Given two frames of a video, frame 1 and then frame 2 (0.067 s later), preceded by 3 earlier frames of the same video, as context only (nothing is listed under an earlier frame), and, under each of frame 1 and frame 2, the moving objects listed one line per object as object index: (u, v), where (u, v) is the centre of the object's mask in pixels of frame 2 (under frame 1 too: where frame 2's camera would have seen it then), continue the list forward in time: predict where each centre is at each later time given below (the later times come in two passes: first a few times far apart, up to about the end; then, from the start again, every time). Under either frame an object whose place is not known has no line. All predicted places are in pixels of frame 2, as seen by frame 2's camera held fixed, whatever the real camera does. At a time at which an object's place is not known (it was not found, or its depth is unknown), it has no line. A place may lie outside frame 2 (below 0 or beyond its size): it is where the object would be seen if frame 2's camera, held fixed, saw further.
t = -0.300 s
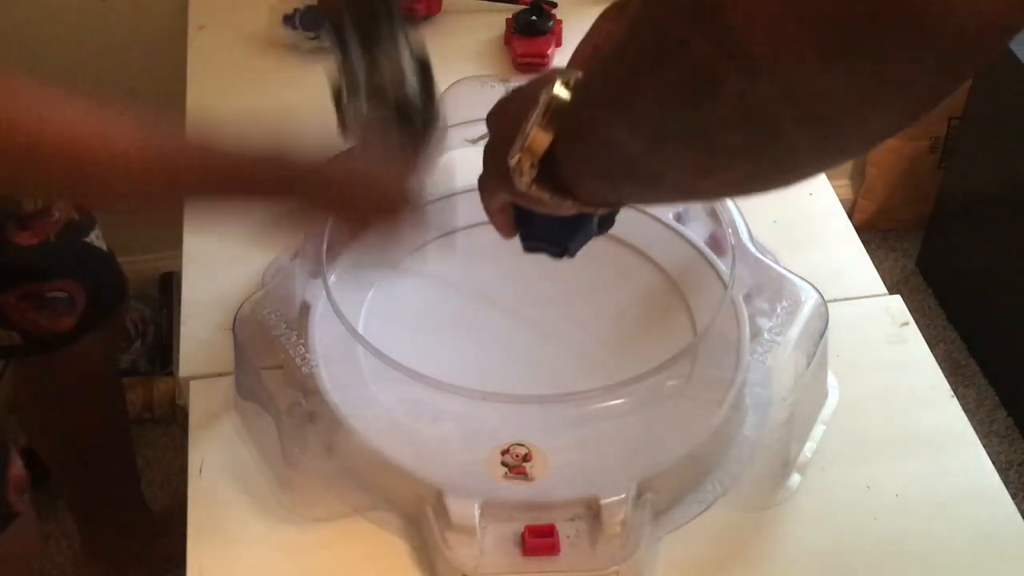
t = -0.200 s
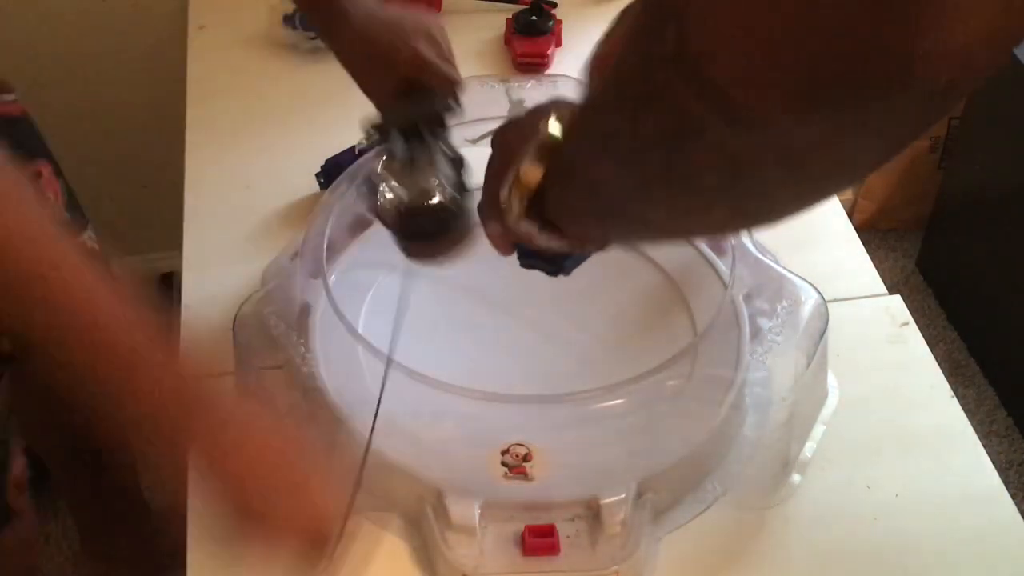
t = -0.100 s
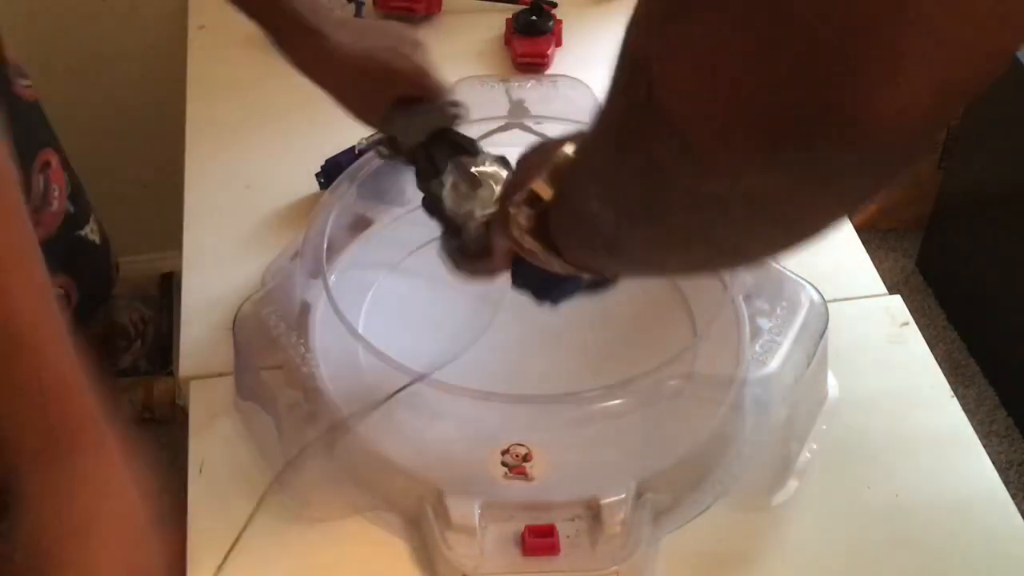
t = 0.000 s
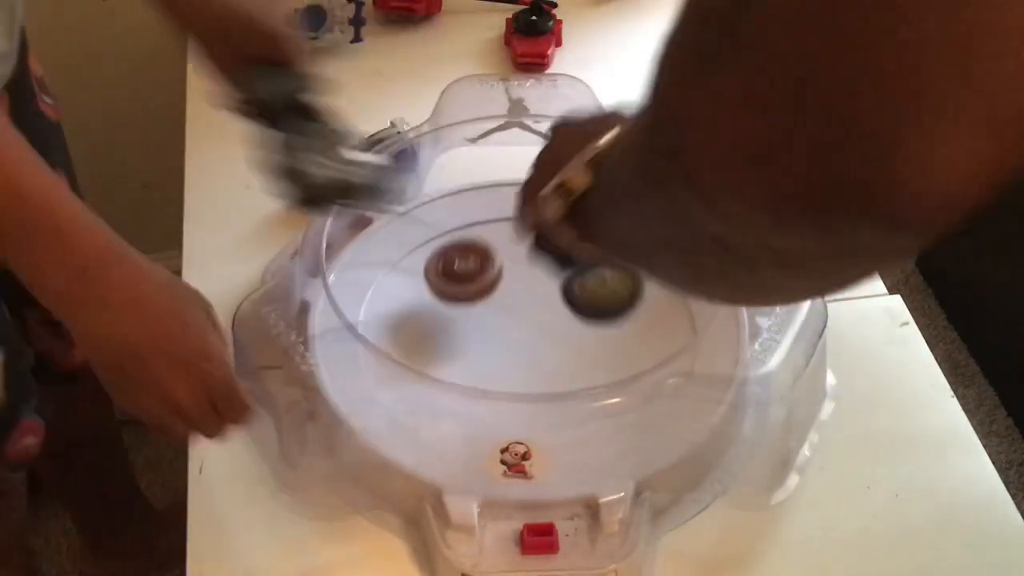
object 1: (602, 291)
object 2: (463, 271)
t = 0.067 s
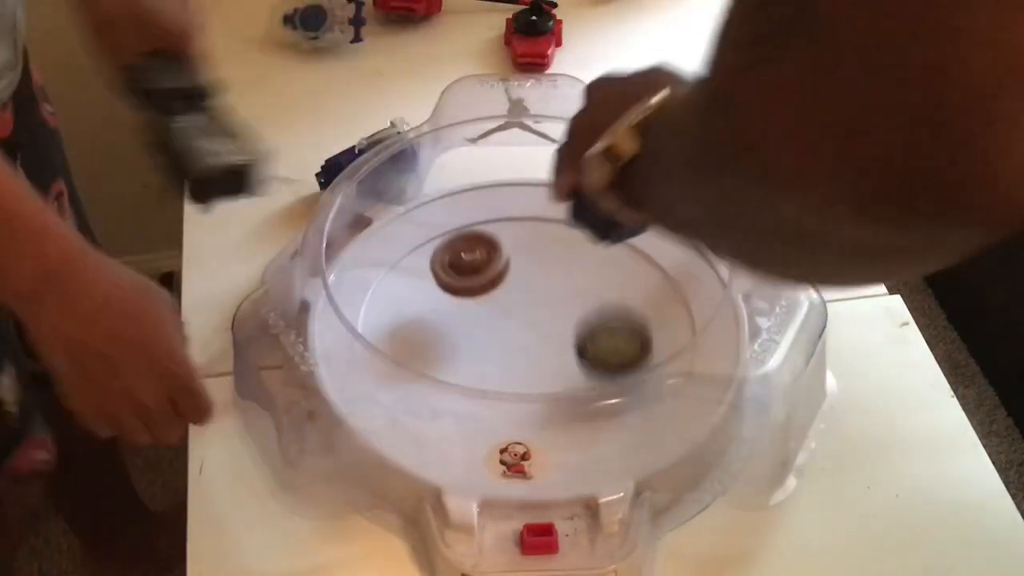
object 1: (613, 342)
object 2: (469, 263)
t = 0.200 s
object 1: (567, 309)
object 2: (486, 306)
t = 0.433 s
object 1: (556, 311)
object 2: (485, 396)
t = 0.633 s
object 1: (521, 318)
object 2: (620, 404)
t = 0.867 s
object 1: (500, 323)
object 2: (630, 302)
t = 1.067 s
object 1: (497, 332)
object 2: (475, 268)
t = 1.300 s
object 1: (495, 350)
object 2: (434, 411)
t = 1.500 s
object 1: (499, 351)
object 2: (620, 397)
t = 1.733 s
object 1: (516, 344)
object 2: (548, 241)
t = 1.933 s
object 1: (529, 339)
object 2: (376, 286)
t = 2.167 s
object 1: (537, 336)
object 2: (476, 419)
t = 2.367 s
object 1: (539, 334)
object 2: (639, 333)
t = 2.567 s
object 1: (542, 330)
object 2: (536, 206)
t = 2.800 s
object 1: (543, 324)
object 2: (380, 296)
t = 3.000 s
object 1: (541, 321)
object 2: (507, 398)
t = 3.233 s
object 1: (539, 318)
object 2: (649, 280)
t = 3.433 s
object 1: (533, 316)
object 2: (510, 207)
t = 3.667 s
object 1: (523, 314)
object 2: (411, 329)
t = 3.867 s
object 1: (519, 313)
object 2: (576, 400)
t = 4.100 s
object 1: (517, 317)
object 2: (674, 270)
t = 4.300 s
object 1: (513, 323)
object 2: (519, 226)
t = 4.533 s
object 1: (511, 330)
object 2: (421, 356)
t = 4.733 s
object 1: (512, 334)
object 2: (573, 420)
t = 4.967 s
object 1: (516, 336)
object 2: (667, 310)
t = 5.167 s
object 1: (523, 336)
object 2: (530, 246)
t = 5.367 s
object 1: (533, 335)
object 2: (397, 316)
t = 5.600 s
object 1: (541, 333)
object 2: (481, 420)
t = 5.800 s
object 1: (544, 330)
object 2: (612, 380)
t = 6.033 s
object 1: (522, 325)
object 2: (574, 257)
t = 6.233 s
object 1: (513, 320)
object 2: (425, 253)
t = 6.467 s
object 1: (524, 321)
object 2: (415, 362)
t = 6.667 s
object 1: (533, 325)
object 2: (549, 389)
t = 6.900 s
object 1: (535, 329)
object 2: (621, 299)
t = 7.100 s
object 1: (532, 329)
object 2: (558, 240)
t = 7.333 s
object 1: (529, 326)
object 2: (466, 270)
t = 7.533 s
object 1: (539, 325)
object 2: (452, 338)
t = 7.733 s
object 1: (547, 324)
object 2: (512, 379)
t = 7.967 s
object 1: (533, 308)
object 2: (572, 374)
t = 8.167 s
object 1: (517, 301)
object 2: (571, 352)
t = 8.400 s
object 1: (471, 281)
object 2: (587, 354)
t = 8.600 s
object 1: (424, 239)
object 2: (655, 358)
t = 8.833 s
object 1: (496, 296)
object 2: (601, 335)
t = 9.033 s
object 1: (434, 314)
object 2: (635, 340)
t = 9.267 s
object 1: (437, 328)
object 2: (588, 336)
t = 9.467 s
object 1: (450, 339)
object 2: (567, 352)
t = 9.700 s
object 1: (459, 336)
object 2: (586, 346)
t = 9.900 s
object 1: (436, 334)
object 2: (629, 321)
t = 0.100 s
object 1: (606, 343)
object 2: (473, 275)
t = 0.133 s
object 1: (592, 322)
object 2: (476, 297)
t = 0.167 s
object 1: (578, 310)
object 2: (483, 299)
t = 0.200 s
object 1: (567, 309)
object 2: (486, 306)
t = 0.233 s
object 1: (571, 321)
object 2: (475, 320)
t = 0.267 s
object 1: (573, 321)
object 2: (468, 326)
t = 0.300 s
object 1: (571, 311)
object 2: (461, 339)
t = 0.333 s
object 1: (568, 310)
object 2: (462, 349)
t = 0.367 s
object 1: (566, 319)
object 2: (463, 364)
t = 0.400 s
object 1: (561, 315)
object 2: (470, 383)
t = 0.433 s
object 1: (556, 311)
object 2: (485, 396)
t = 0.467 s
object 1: (550, 316)
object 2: (504, 408)
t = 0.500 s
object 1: (544, 315)
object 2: (529, 414)
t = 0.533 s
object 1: (538, 314)
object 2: (556, 419)
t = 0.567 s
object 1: (532, 319)
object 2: (579, 417)
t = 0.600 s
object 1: (527, 316)
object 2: (601, 414)
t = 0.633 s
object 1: (521, 318)
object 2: (620, 404)
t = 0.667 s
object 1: (517, 321)
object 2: (634, 394)
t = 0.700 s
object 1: (513, 318)
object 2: (645, 378)
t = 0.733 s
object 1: (509, 322)
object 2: (651, 365)
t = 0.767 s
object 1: (505, 323)
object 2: (653, 349)
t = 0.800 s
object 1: (503, 321)
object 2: (648, 332)
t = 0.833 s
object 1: (501, 323)
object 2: (641, 317)
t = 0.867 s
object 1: (500, 323)
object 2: (630, 302)
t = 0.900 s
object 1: (498, 323)
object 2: (612, 290)
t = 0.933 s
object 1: (498, 325)
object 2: (592, 280)
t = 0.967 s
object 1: (498, 325)
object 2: (568, 272)
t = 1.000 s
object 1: (497, 326)
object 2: (539, 267)
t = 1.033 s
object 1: (497, 327)
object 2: (506, 267)
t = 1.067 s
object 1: (497, 332)
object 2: (475, 268)
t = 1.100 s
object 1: (496, 337)
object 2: (440, 280)
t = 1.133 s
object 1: (496, 340)
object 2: (413, 294)
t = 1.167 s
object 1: (496, 343)
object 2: (394, 315)
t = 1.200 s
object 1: (495, 346)
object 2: (387, 336)
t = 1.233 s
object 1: (495, 347)
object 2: (385, 364)
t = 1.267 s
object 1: (495, 349)
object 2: (399, 389)
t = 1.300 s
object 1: (495, 350)
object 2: (434, 411)
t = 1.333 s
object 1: (495, 351)
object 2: (467, 424)
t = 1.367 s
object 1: (495, 352)
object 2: (501, 423)
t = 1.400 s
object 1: (496, 352)
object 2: (540, 425)
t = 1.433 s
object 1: (497, 352)
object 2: (569, 425)
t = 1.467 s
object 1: (498, 351)
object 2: (597, 414)
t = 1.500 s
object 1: (499, 351)
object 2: (620, 397)
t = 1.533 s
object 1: (501, 349)
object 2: (634, 375)
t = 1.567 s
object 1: (503, 349)
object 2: (642, 345)
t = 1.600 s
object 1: (505, 348)
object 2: (642, 322)
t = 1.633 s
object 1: (508, 347)
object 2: (630, 296)
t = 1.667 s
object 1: (510, 346)
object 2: (608, 274)
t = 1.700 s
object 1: (513, 345)
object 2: (580, 254)
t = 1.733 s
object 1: (516, 344)
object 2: (548, 241)
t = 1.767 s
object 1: (519, 344)
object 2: (515, 232)
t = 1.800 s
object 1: (521, 343)
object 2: (479, 229)
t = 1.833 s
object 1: (523, 342)
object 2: (443, 234)
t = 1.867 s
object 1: (526, 341)
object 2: (409, 243)
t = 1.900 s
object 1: (527, 340)
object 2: (386, 260)
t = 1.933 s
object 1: (529, 339)
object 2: (376, 286)
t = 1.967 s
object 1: (531, 339)
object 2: (372, 310)
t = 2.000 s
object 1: (533, 339)
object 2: (370, 334)
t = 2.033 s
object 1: (534, 338)
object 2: (376, 356)
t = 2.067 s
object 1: (535, 338)
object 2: (389, 375)
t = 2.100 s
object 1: (535, 337)
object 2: (414, 394)
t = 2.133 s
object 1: (536, 337)
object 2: (442, 410)
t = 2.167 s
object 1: (537, 336)
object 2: (476, 419)
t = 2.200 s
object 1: (537, 336)
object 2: (513, 416)
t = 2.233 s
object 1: (538, 335)
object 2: (555, 415)
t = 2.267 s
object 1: (538, 335)
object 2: (587, 401)
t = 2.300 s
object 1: (539, 334)
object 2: (611, 382)
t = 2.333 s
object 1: (539, 334)
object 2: (627, 352)
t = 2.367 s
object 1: (539, 334)
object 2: (639, 333)
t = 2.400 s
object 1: (540, 333)
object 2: (639, 307)
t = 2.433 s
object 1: (540, 333)
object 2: (631, 279)
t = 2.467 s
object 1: (540, 332)
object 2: (616, 255)
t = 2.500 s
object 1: (541, 332)
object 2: (592, 235)
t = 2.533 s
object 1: (541, 331)
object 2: (565, 218)
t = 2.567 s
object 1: (542, 330)
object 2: (536, 206)
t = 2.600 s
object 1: (542, 329)
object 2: (501, 203)
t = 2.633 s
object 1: (542, 328)
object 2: (470, 213)
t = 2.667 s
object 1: (542, 328)
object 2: (439, 222)
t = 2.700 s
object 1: (542, 327)
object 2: (415, 236)
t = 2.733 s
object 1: (543, 326)
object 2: (397, 254)
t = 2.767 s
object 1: (542, 325)
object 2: (385, 274)
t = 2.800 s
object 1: (543, 324)
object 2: (380, 296)
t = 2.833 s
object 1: (542, 324)
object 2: (382, 316)
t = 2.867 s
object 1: (542, 323)
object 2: (392, 339)
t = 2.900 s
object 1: (542, 323)
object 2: (409, 360)
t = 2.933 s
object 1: (542, 322)
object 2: (438, 380)
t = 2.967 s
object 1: (541, 321)
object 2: (470, 392)
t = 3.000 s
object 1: (541, 321)
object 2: (507, 398)
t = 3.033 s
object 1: (541, 320)
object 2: (544, 397)
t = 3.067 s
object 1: (540, 319)
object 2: (580, 388)
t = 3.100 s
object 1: (540, 319)
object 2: (605, 362)
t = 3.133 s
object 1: (540, 319)
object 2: (625, 349)
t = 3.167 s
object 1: (539, 318)
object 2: (644, 328)
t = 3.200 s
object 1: (539, 318)
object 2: (650, 304)
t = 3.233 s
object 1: (539, 318)
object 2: (649, 280)
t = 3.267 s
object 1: (538, 318)
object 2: (639, 256)
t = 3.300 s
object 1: (537, 317)
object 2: (623, 235)
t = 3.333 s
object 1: (536, 317)
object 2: (601, 217)
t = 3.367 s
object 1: (535, 317)
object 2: (572, 207)
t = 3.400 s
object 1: (534, 317)
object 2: (542, 206)
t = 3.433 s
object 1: (533, 316)
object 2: (510, 207)
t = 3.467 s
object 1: (531, 316)
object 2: (479, 216)
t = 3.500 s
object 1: (530, 315)
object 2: (455, 224)
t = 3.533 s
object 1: (528, 315)
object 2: (432, 238)
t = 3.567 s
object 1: (527, 314)
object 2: (417, 256)
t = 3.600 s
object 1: (525, 314)
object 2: (406, 279)
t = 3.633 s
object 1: (524, 314)
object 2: (405, 303)
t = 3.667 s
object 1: (523, 314)
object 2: (411, 329)
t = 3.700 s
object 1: (521, 314)
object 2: (423, 355)
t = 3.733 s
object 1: (521, 314)
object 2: (443, 376)
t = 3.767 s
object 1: (520, 314)
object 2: (473, 391)
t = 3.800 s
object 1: (520, 313)
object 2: (507, 400)
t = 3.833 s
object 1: (520, 313)
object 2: (543, 404)
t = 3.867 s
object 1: (519, 313)
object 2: (576, 400)
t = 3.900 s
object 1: (519, 314)
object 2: (609, 390)
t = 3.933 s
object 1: (519, 314)
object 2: (637, 377)
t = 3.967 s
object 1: (519, 314)
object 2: (658, 359)
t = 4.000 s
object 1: (518, 315)
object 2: (674, 337)
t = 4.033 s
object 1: (518, 315)
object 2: (678, 312)
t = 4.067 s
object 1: (518, 316)
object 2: (683, 290)
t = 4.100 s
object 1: (517, 317)
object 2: (674, 270)
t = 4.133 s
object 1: (516, 318)
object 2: (653, 252)
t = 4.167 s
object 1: (516, 319)
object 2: (632, 238)
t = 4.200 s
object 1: (515, 320)
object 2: (609, 226)
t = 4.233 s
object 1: (514, 320)
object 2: (580, 221)
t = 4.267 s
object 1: (514, 322)
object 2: (550, 221)
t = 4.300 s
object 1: (513, 323)
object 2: (519, 226)
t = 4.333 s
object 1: (513, 324)
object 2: (488, 238)
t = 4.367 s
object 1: (512, 325)
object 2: (462, 251)
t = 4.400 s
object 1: (512, 326)
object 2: (442, 267)
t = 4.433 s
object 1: (512, 328)
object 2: (427, 288)
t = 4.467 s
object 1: (511, 328)
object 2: (419, 309)
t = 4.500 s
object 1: (511, 329)
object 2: (418, 332)
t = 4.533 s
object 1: (511, 330)
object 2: (421, 356)
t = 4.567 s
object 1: (511, 331)
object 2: (435, 376)
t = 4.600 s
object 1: (511, 332)
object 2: (455, 395)
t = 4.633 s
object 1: (511, 333)
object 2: (480, 411)
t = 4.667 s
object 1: (511, 333)
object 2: (510, 415)
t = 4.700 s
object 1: (511, 334)
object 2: (544, 418)
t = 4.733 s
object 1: (512, 334)
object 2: (573, 420)
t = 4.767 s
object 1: (512, 335)
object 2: (600, 413)
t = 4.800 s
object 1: (513, 336)
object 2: (627, 403)
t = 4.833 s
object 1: (513, 336)
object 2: (643, 393)
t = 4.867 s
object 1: (514, 336)
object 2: (658, 374)
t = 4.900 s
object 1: (514, 336)
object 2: (668, 352)
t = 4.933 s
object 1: (515, 336)
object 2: (668, 329)
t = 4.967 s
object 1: (516, 336)
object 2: (667, 310)
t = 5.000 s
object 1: (517, 336)
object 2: (654, 291)
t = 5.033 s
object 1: (518, 336)
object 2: (638, 276)
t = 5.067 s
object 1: (519, 337)
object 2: (613, 261)
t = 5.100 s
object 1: (520, 336)
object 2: (589, 252)
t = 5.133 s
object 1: (521, 336)
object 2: (560, 248)
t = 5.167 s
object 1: (523, 336)
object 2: (530, 246)
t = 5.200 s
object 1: (525, 336)
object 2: (499, 251)
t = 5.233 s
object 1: (526, 336)
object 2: (471, 259)
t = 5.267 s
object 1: (528, 336)
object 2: (444, 268)
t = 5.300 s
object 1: (530, 335)
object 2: (422, 282)
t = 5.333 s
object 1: (531, 336)
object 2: (407, 297)
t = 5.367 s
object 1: (533, 335)
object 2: (397, 316)
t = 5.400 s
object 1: (534, 335)
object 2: (396, 333)
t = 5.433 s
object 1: (536, 335)
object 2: (396, 357)
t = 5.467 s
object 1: (537, 335)
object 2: (403, 375)
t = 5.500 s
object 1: (538, 334)
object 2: (419, 392)
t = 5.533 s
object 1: (540, 334)
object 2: (438, 405)
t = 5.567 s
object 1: (540, 334)
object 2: (459, 415)
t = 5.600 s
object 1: (541, 333)
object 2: (481, 420)
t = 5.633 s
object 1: (542, 333)
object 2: (506, 419)
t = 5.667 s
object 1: (542, 332)
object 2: (532, 418)
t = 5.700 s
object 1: (543, 332)
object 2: (558, 415)
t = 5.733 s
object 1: (543, 331)
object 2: (581, 406)
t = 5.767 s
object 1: (543, 331)
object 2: (598, 394)
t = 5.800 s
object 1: (544, 330)
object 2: (612, 380)
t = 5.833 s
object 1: (544, 330)
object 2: (617, 356)
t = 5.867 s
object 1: (544, 329)
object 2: (626, 342)
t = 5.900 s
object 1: (544, 329)
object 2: (625, 323)
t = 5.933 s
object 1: (539, 328)
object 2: (622, 304)
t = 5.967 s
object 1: (531, 329)
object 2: (611, 286)
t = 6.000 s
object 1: (526, 326)
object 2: (594, 270)
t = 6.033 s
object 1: (522, 325)
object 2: (574, 257)
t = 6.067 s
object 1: (519, 325)
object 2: (552, 246)
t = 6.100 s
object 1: (516, 323)
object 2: (526, 239)
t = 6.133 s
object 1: (514, 322)
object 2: (499, 237)
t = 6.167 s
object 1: (513, 321)
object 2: (473, 238)
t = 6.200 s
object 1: (513, 320)
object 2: (448, 243)
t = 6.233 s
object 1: (513, 320)
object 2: (425, 253)
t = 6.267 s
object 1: (514, 319)
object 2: (405, 268)
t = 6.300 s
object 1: (515, 319)
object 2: (393, 281)
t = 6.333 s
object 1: (517, 319)
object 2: (388, 298)
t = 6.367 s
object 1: (518, 319)
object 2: (389, 312)
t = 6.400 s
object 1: (520, 319)
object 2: (392, 329)
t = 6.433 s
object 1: (523, 320)
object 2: (401, 347)
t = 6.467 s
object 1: (524, 321)
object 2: (415, 362)
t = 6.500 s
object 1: (526, 321)
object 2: (433, 373)
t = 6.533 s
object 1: (528, 322)
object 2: (453, 385)
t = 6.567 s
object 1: (529, 323)
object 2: (477, 392)
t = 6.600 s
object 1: (531, 324)
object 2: (501, 395)
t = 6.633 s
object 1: (532, 325)
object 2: (526, 394)
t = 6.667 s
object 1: (533, 325)
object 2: (549, 389)
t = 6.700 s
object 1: (533, 326)
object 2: (569, 380)
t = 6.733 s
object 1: (534, 327)
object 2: (587, 373)
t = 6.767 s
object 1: (534, 328)
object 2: (602, 359)
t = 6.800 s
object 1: (535, 328)
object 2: (613, 344)
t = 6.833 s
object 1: (535, 329)
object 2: (619, 330)
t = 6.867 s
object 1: (535, 329)
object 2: (622, 314)
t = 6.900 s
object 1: (535, 329)
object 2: (621, 299)
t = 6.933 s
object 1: (534, 330)
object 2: (617, 286)
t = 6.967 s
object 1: (533, 330)
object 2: (610, 273)
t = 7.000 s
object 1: (533, 330)
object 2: (600, 262)
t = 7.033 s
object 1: (533, 330)
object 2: (587, 253)
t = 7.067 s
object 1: (532, 330)
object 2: (573, 245)
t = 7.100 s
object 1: (532, 329)
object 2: (558, 240)
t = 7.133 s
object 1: (531, 329)
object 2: (543, 239)
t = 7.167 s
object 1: (530, 328)
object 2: (528, 239)
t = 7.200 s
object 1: (530, 328)
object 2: (512, 241)
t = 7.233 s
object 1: (530, 328)
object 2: (498, 246)
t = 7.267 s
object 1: (529, 327)
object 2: (485, 253)
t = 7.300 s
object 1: (529, 327)
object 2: (474, 261)
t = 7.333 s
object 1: (529, 326)
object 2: (466, 270)
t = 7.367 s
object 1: (529, 325)
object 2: (458, 281)
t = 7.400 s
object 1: (528, 325)
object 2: (454, 292)
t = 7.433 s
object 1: (528, 325)
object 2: (452, 304)
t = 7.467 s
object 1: (531, 325)
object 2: (450, 316)
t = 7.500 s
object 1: (535, 325)
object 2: (449, 327)
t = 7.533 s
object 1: (539, 325)
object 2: (452, 338)
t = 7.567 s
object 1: (542, 325)
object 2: (459, 349)
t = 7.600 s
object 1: (544, 325)
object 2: (469, 356)
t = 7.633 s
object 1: (546, 325)
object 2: (479, 362)
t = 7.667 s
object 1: (547, 325)
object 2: (489, 367)
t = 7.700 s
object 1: (547, 325)
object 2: (501, 369)
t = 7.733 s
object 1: (547, 324)
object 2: (512, 379)
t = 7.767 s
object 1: (546, 323)
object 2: (523, 380)
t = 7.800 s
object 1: (544, 323)
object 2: (534, 380)
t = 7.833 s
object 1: (542, 321)
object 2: (543, 380)
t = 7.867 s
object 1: (540, 319)
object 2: (552, 381)
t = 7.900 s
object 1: (537, 314)
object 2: (560, 380)
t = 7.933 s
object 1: (535, 311)
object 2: (567, 378)
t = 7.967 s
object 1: (533, 308)
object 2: (572, 374)
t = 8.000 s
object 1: (531, 306)
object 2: (575, 370)
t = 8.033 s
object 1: (529, 305)
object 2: (574, 363)
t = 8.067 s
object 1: (528, 304)
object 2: (573, 359)
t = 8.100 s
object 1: (526, 305)
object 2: (572, 356)
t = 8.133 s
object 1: (523, 304)
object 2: (570, 353)
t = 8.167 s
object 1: (517, 301)
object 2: (571, 352)
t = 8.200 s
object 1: (512, 298)
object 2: (571, 351)
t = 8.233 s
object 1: (508, 296)
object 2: (570, 349)
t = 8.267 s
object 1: (505, 296)
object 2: (567, 347)
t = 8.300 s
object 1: (503, 296)
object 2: (564, 344)
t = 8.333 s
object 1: (503, 298)
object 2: (561, 342)
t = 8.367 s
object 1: (495, 295)
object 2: (564, 344)
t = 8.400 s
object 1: (471, 281)
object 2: (587, 354)
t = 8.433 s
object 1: (450, 265)
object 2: (604, 357)
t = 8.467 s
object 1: (434, 256)
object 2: (619, 362)
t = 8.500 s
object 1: (424, 246)
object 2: (631, 368)
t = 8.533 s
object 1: (418, 239)
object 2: (643, 366)
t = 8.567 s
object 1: (417, 235)
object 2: (651, 363)
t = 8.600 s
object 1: (424, 239)
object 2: (655, 358)
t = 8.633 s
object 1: (432, 244)
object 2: (655, 355)
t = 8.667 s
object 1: (442, 251)
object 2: (653, 352)
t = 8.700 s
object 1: (452, 259)
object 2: (644, 345)
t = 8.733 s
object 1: (462, 268)
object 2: (636, 343)
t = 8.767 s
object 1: (474, 277)
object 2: (625, 342)
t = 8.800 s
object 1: (485, 286)
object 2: (615, 338)
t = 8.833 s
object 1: (496, 296)
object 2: (601, 335)
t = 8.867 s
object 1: (506, 305)
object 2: (588, 331)
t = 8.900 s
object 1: (497, 312)
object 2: (593, 331)
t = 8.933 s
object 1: (478, 309)
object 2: (611, 335)
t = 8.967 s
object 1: (458, 314)
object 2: (624, 338)
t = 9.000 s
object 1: (444, 314)
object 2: (632, 339)
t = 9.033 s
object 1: (434, 314)
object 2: (635, 340)
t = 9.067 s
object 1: (427, 318)
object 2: (635, 340)
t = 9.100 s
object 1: (424, 318)
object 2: (631, 341)
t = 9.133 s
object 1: (423, 320)
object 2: (626, 341)
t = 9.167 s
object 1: (424, 323)
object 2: (618, 341)
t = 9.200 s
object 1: (427, 323)
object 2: (609, 340)
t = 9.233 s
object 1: (432, 326)
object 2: (599, 338)
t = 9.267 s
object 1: (437, 328)
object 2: (588, 336)
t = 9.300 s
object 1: (444, 331)
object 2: (579, 335)
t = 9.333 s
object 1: (451, 333)
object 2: (570, 337)
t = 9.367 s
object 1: (459, 336)
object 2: (559, 340)
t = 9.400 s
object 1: (467, 338)
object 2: (549, 344)
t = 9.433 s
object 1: (463, 341)
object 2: (553, 349)
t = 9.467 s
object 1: (450, 339)
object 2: (567, 352)
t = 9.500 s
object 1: (442, 337)
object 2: (578, 353)
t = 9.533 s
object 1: (437, 338)
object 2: (586, 354)
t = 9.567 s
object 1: (437, 336)
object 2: (591, 353)
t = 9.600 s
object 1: (440, 336)
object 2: (593, 352)
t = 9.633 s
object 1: (444, 336)
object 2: (592, 351)
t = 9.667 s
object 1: (451, 335)
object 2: (590, 350)
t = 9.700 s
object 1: (459, 336)
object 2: (586, 346)
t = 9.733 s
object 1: (468, 335)
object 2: (582, 344)
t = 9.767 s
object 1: (477, 337)
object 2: (577, 341)
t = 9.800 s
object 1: (488, 338)
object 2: (571, 339)
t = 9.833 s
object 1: (481, 339)
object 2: (582, 333)
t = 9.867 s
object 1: (456, 338)
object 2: (610, 328)
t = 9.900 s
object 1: (436, 334)
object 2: (629, 321)
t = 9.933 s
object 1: (420, 333)
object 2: (639, 312)
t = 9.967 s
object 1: (409, 331)
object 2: (641, 303)
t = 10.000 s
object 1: (405, 328)
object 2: (638, 294)
